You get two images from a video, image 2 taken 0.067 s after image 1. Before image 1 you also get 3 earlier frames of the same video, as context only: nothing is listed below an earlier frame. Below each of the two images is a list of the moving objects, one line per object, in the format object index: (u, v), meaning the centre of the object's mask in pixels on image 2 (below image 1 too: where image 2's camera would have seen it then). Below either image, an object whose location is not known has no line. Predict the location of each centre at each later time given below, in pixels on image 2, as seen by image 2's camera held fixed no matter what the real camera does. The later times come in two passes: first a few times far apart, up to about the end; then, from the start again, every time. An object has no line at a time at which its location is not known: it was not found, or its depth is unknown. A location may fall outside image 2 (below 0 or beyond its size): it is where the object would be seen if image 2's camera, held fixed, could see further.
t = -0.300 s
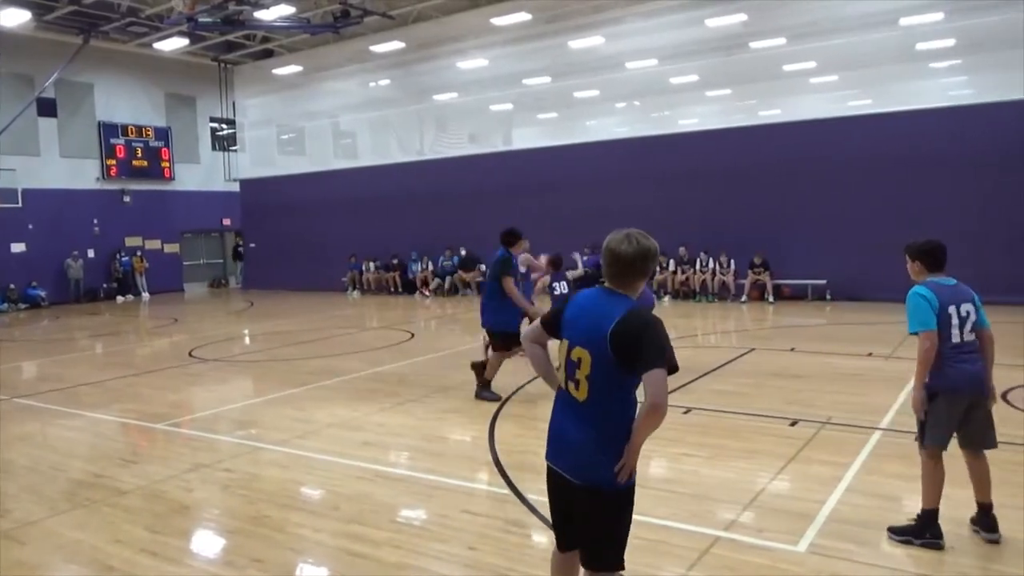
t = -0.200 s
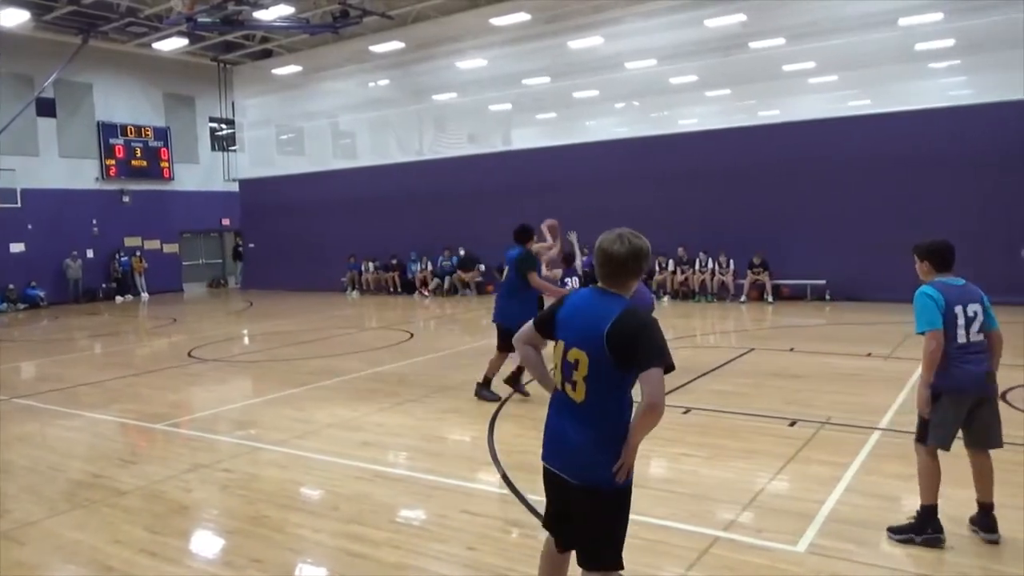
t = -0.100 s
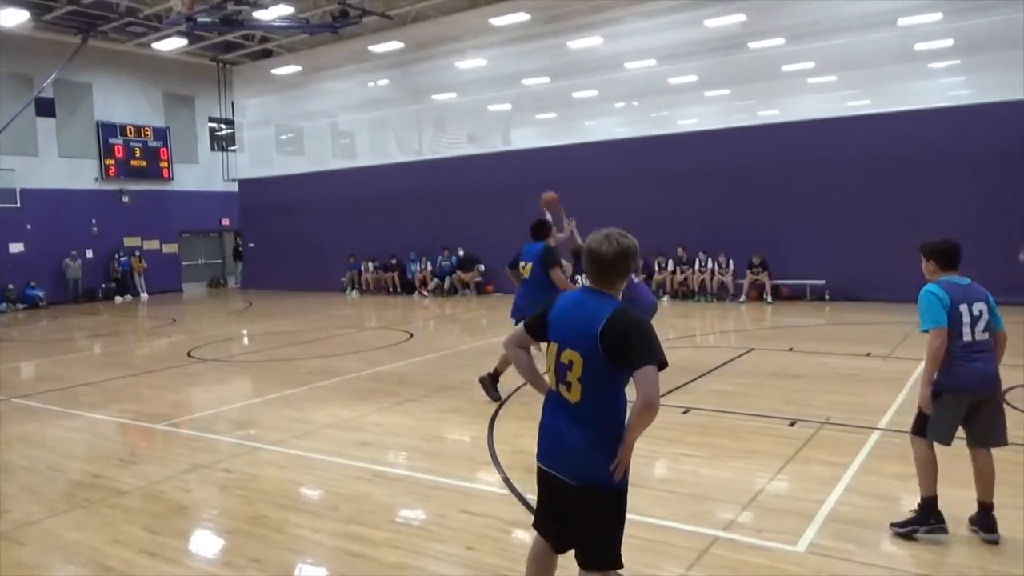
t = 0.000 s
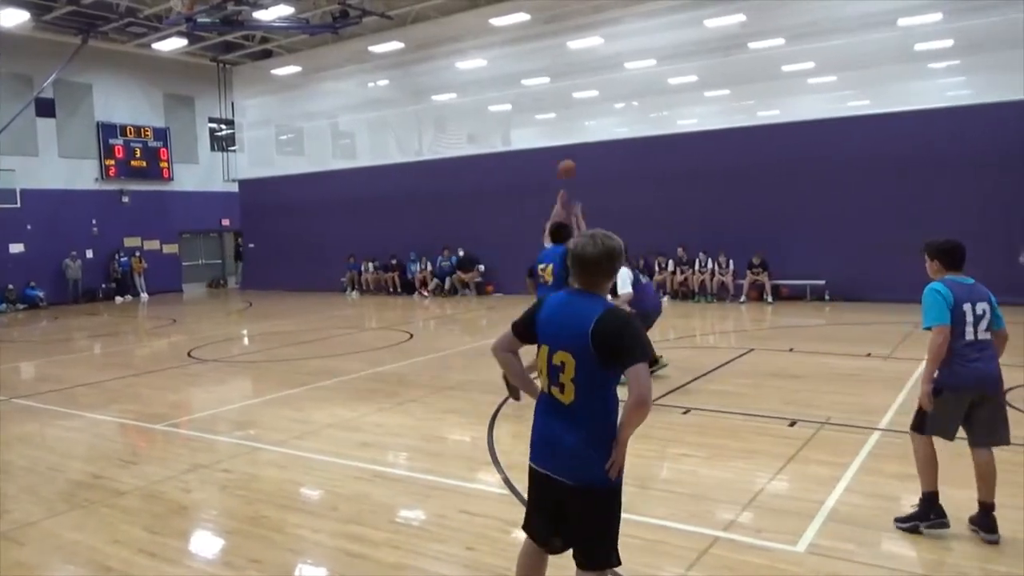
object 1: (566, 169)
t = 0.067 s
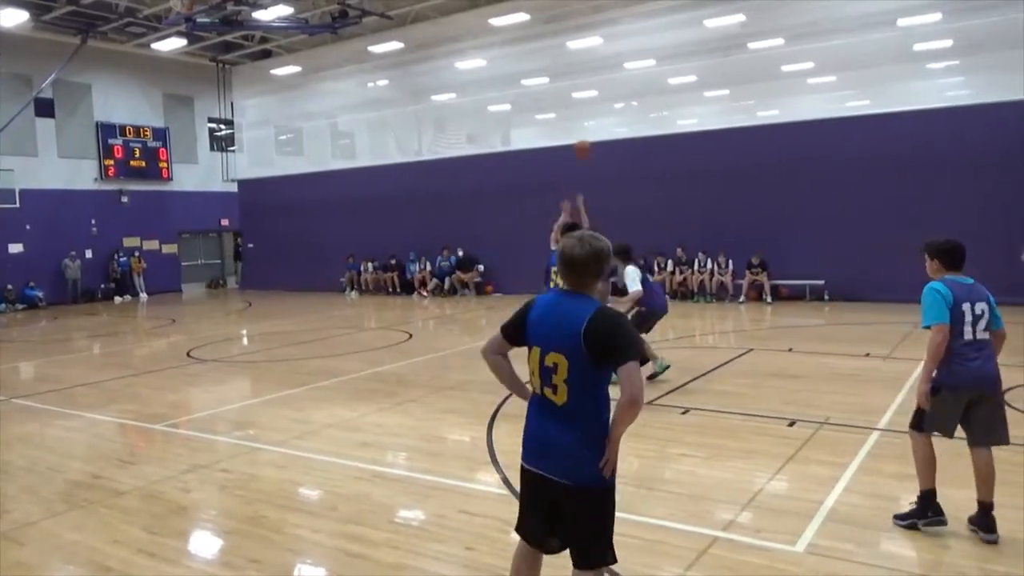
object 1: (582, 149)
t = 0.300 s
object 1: (647, 98)
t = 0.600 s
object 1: (761, 92)
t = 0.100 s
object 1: (591, 140)
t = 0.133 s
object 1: (600, 131)
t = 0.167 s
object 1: (609, 123)
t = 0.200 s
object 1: (618, 116)
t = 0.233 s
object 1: (628, 109)
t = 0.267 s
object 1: (637, 103)
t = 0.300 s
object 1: (647, 98)
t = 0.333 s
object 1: (659, 93)
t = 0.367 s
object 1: (670, 89)
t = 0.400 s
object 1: (681, 86)
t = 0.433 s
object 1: (693, 83)
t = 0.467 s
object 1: (706, 81)
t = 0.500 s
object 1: (719, 82)
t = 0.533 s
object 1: (733, 84)
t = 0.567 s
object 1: (746, 88)
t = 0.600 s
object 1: (761, 92)
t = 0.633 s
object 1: (775, 96)
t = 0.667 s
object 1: (791, 103)
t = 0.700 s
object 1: (807, 109)
